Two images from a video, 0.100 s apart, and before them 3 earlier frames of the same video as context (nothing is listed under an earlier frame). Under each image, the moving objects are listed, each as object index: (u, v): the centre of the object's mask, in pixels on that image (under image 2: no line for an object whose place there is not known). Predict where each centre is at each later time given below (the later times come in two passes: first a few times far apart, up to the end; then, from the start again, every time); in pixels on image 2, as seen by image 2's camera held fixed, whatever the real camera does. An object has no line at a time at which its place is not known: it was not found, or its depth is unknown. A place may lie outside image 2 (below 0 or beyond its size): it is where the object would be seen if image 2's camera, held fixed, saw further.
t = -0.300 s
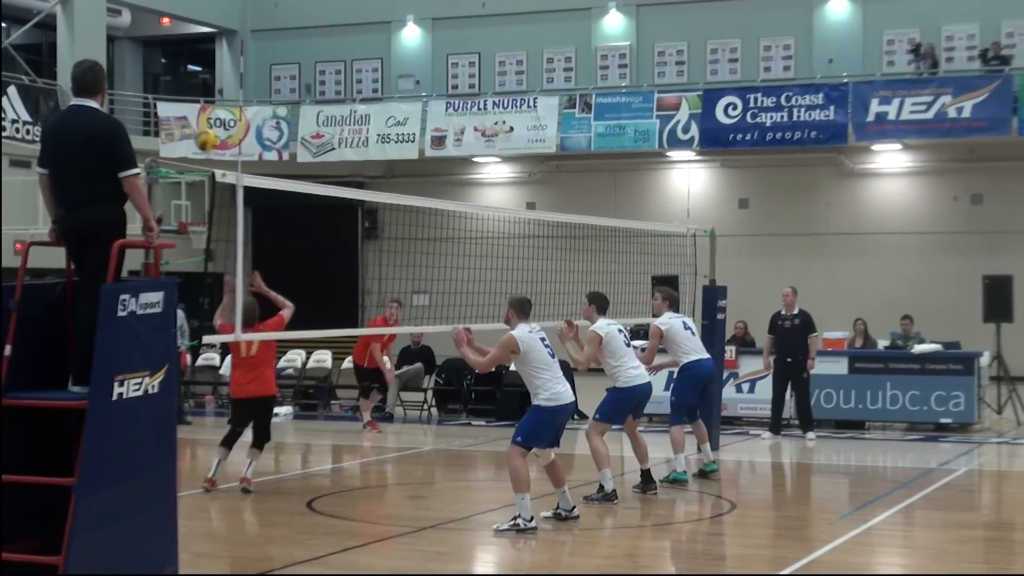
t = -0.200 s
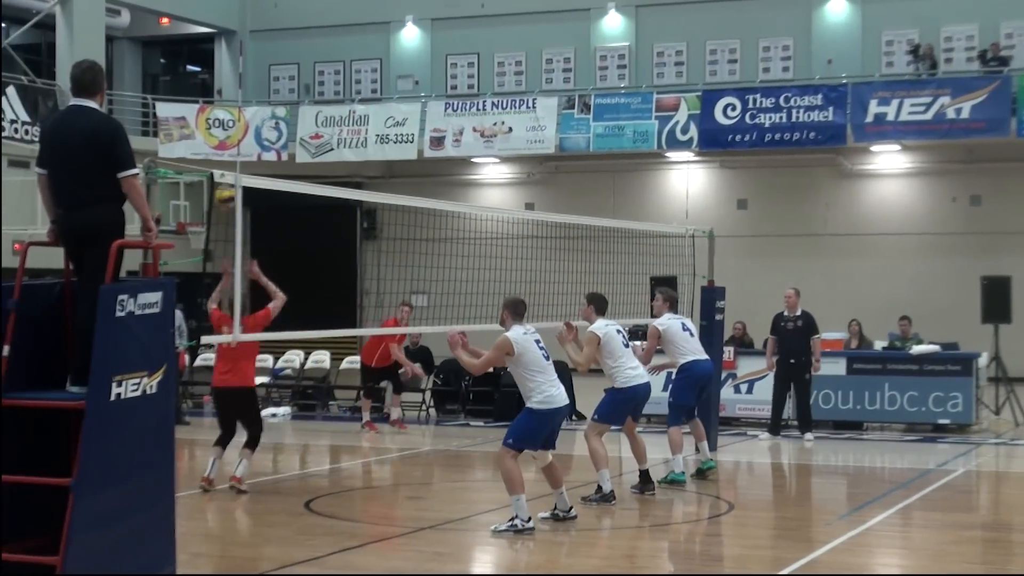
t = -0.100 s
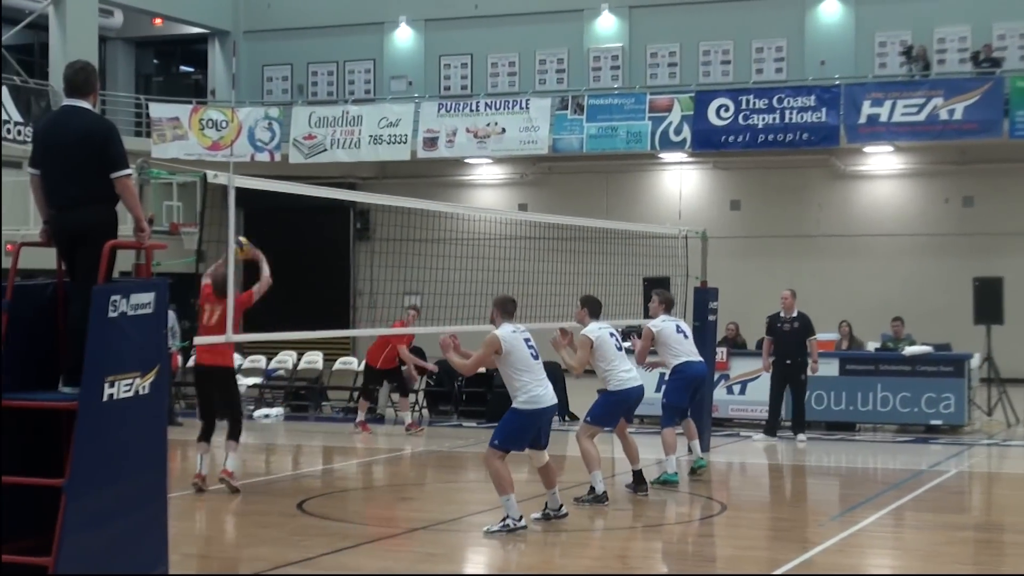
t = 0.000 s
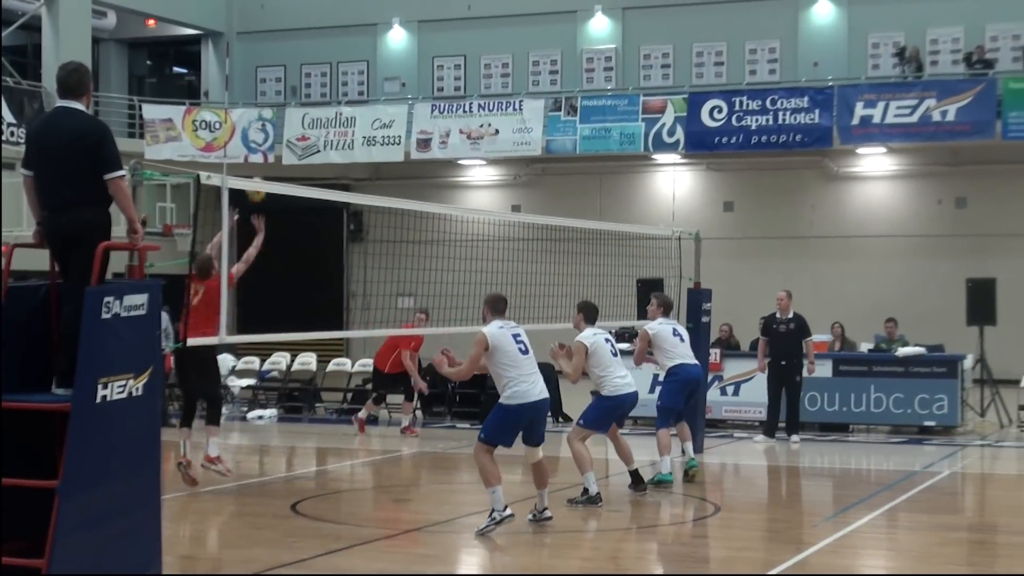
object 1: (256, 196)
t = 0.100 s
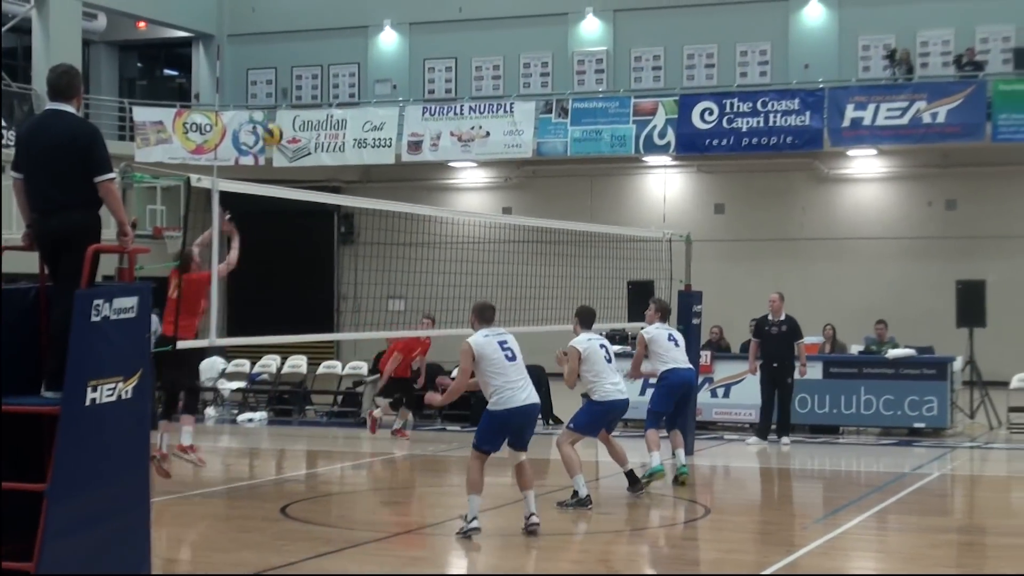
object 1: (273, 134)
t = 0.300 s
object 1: (319, 63)
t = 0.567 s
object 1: (376, 35)
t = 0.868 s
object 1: (428, 77)
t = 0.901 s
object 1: (432, 86)
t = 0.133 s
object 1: (280, 118)
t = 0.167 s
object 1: (288, 105)
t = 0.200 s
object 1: (296, 93)
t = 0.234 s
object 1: (304, 81)
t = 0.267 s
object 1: (312, 71)
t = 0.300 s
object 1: (319, 63)
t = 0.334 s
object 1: (326, 54)
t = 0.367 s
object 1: (334, 48)
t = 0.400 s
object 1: (341, 43)
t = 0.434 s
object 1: (348, 39)
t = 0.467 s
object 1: (355, 37)
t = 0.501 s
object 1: (362, 35)
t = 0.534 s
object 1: (369, 34)
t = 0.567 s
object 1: (376, 35)
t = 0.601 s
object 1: (382, 35)
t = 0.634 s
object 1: (388, 37)
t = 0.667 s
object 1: (393, 39)
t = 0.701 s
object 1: (399, 44)
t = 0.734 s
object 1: (405, 48)
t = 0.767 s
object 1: (411, 54)
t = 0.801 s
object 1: (416, 61)
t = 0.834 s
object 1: (422, 68)
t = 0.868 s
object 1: (428, 77)
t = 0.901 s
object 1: (432, 86)
